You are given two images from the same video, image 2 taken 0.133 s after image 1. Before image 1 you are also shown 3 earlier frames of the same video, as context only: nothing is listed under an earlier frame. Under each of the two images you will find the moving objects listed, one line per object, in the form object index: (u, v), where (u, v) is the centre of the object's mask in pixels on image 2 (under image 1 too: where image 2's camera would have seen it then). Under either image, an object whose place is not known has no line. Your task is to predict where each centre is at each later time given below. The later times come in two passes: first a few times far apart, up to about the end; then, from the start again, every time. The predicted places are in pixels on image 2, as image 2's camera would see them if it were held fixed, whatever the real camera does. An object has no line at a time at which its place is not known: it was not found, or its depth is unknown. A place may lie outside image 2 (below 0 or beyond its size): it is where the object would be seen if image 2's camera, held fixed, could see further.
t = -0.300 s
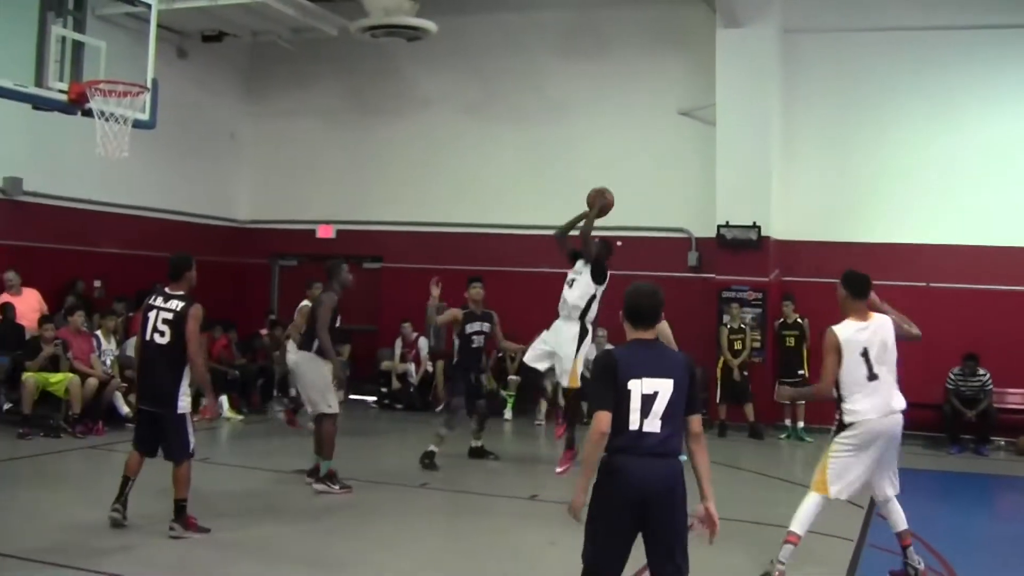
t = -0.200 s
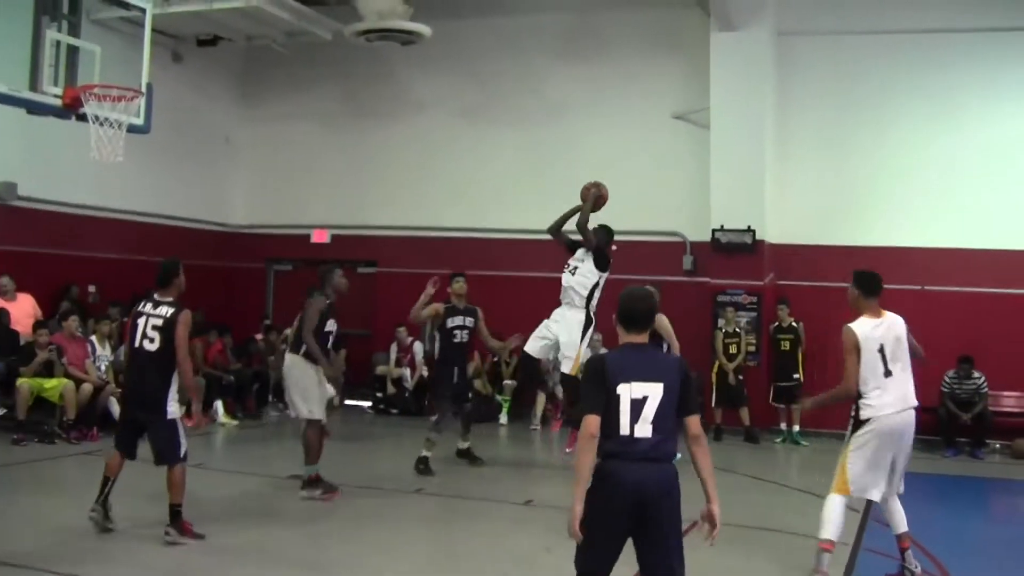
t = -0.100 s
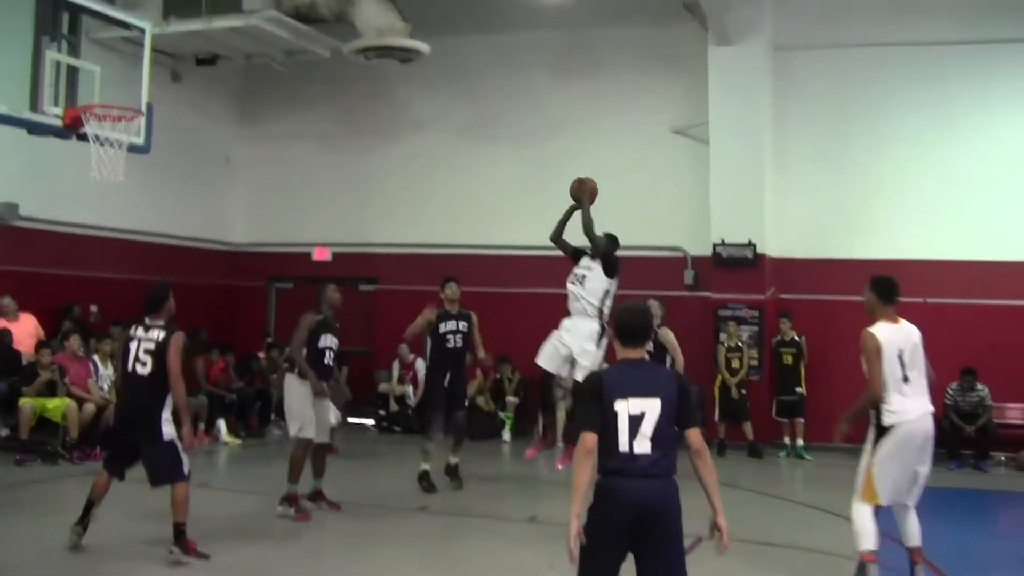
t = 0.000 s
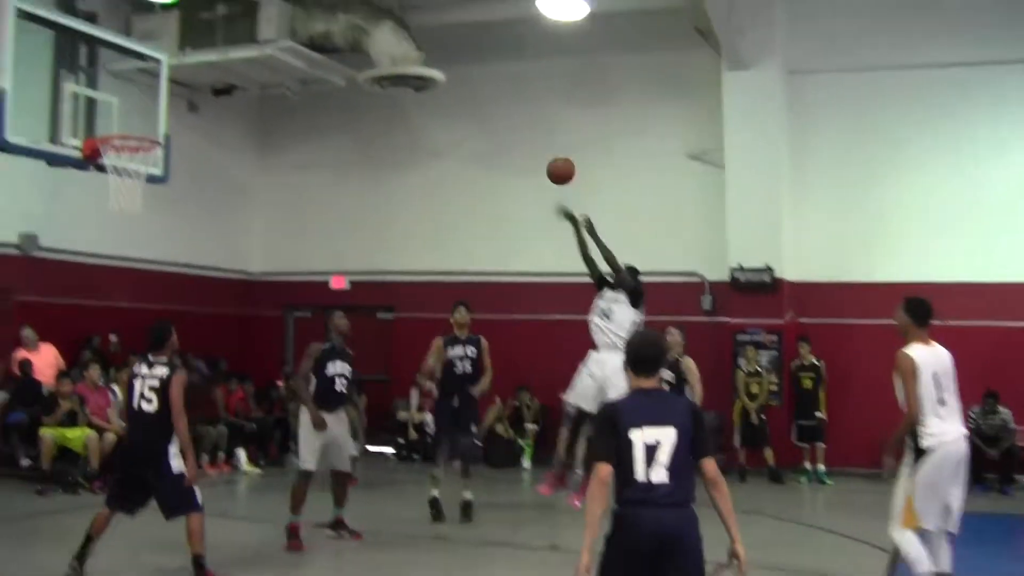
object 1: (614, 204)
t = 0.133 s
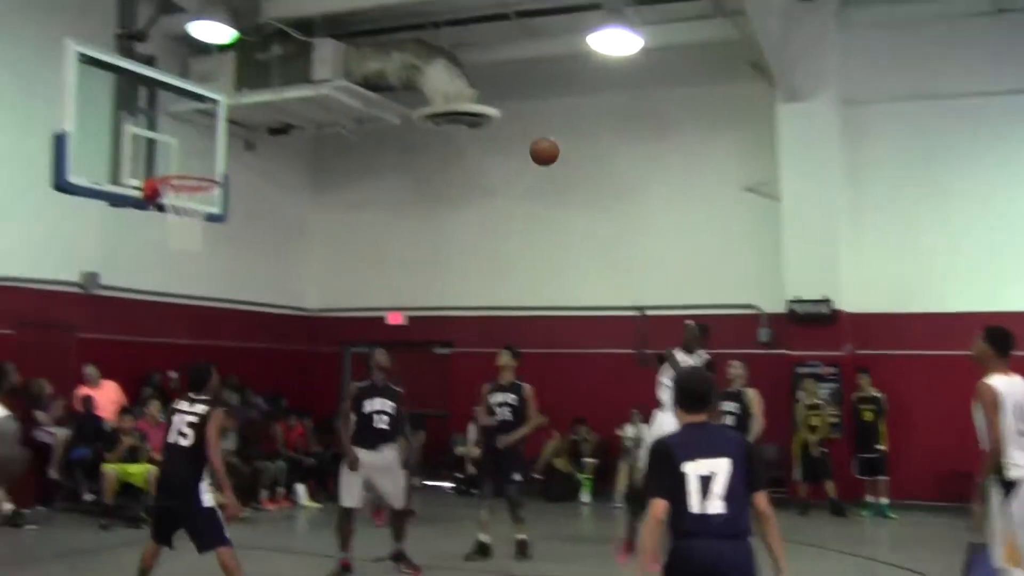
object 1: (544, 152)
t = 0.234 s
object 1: (493, 126)
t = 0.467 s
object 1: (367, 108)
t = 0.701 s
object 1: (231, 157)
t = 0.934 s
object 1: (148, 213)
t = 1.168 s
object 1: (129, 282)
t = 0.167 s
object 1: (527, 142)
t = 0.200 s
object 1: (510, 132)
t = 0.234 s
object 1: (493, 126)
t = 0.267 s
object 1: (475, 120)
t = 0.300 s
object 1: (458, 115)
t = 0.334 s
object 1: (440, 112)
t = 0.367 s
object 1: (422, 108)
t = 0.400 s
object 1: (404, 106)
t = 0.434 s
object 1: (386, 107)
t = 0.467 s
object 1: (367, 108)
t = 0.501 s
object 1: (348, 111)
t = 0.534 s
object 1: (329, 115)
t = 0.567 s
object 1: (310, 120)
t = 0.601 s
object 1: (290, 127)
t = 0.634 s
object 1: (270, 136)
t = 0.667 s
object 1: (250, 144)
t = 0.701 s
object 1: (231, 157)
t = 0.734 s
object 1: (211, 169)
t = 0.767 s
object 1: (191, 183)
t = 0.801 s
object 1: (169, 197)
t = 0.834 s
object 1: (158, 203)
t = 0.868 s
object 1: (153, 216)
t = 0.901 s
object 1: (150, 212)
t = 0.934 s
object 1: (148, 213)
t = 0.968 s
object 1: (145, 220)
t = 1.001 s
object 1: (143, 227)
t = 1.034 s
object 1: (140, 235)
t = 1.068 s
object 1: (137, 245)
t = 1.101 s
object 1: (134, 256)
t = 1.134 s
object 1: (132, 268)
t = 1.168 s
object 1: (129, 282)
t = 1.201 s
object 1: (125, 294)
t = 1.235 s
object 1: (121, 313)
